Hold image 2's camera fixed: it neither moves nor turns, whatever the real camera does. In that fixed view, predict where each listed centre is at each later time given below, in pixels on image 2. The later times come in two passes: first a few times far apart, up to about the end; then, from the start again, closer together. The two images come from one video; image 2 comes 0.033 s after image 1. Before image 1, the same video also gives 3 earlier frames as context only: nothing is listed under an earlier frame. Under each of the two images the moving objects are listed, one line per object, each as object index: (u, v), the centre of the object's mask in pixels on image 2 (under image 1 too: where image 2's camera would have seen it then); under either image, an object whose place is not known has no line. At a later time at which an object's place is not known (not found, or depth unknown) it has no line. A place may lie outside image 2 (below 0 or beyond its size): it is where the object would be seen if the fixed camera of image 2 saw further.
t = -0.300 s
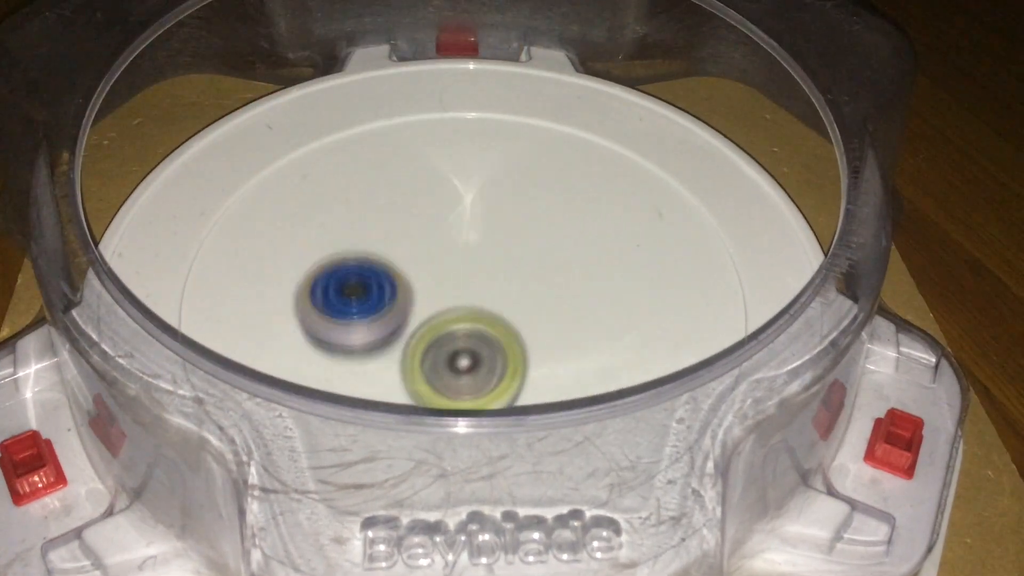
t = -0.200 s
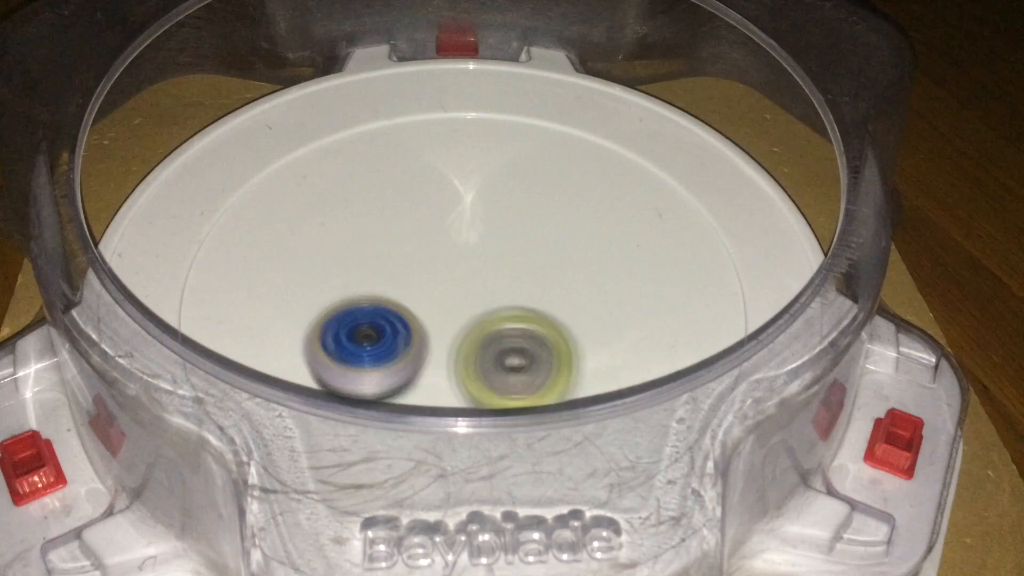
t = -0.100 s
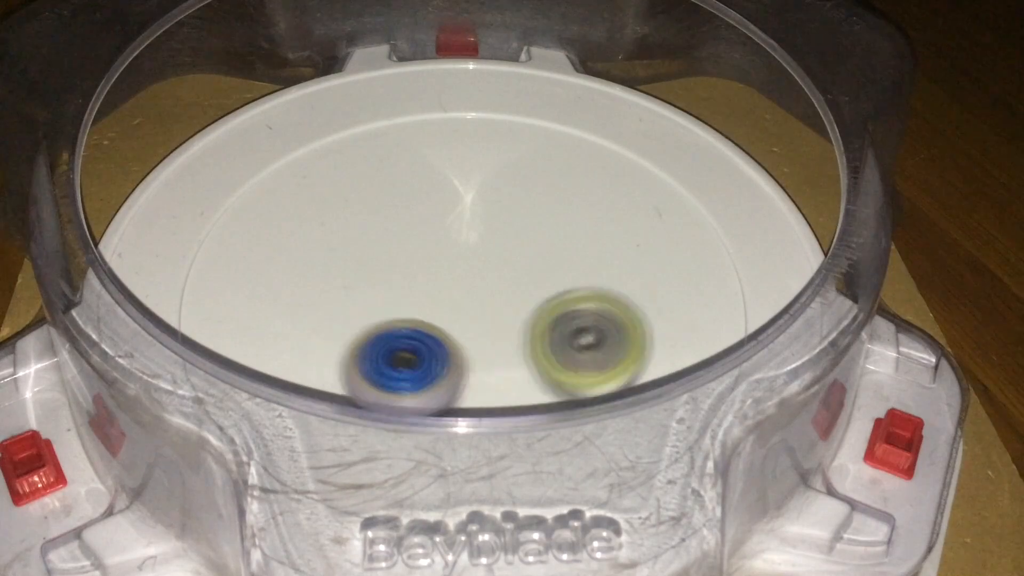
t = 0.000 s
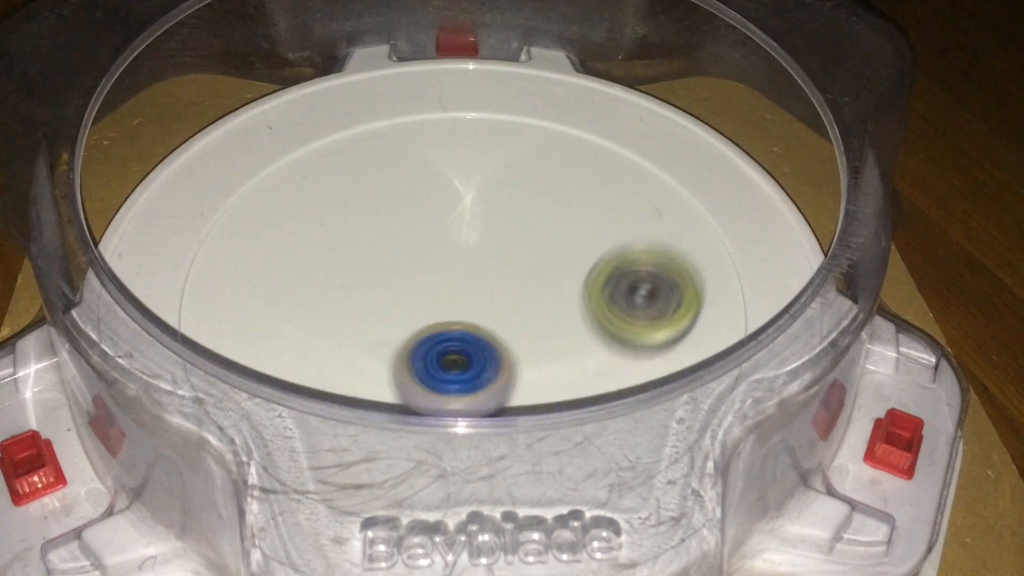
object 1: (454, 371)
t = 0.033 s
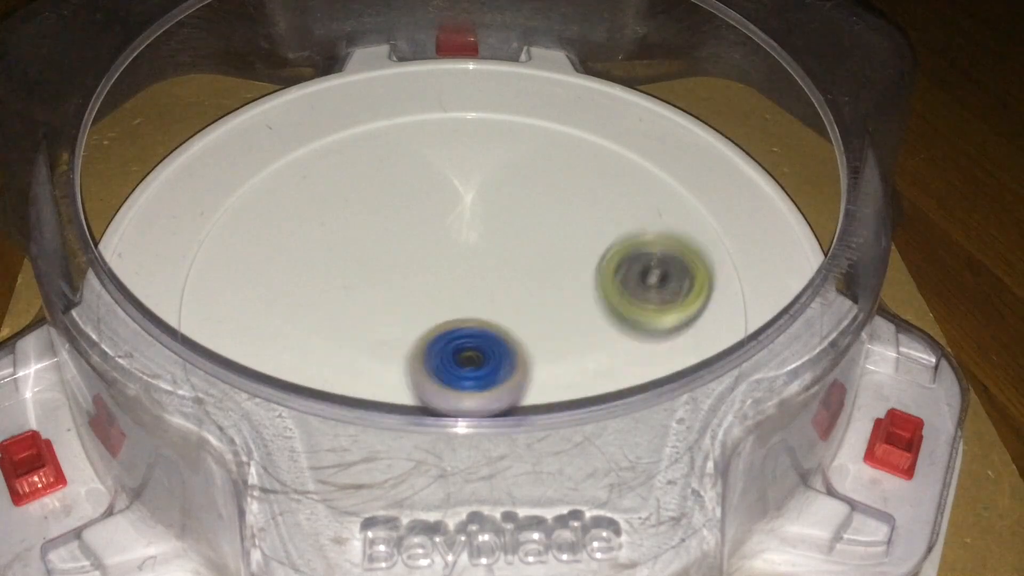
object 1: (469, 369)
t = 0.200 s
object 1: (515, 332)
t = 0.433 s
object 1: (488, 268)
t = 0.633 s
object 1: (437, 249)
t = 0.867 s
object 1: (396, 263)
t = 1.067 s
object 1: (393, 290)
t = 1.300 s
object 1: (435, 300)
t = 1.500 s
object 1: (469, 280)
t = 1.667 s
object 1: (474, 257)
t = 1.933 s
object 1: (442, 247)
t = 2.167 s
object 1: (447, 281)
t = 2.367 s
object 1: (484, 293)
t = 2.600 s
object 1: (505, 274)
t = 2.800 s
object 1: (480, 265)
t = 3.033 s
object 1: (454, 289)
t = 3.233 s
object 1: (464, 314)
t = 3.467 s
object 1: (496, 309)
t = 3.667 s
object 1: (477, 288)
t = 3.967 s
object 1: (426, 297)
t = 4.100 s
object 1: (422, 310)
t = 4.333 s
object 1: (449, 315)
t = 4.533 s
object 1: (443, 274)
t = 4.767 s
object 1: (422, 293)
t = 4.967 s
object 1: (471, 268)
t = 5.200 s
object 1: (443, 272)
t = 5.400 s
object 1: (485, 291)
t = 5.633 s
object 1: (466, 283)
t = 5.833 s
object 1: (469, 317)
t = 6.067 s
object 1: (436, 288)
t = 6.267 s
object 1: (430, 305)
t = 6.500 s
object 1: (442, 270)
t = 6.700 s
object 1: (442, 272)
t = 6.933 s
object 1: (469, 269)
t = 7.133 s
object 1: (475, 286)
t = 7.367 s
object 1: (466, 293)
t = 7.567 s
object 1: (465, 312)
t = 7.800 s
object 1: (432, 284)
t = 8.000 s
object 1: (434, 295)
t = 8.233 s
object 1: (458, 268)
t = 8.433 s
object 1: (455, 279)
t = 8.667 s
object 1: (481, 285)
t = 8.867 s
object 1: (453, 291)
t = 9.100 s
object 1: (460, 302)
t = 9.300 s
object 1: (455, 280)
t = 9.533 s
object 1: (446, 283)
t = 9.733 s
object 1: (465, 284)
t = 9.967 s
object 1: (453, 276)
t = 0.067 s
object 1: (482, 365)
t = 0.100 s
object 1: (493, 359)
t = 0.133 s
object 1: (503, 352)
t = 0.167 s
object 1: (510, 342)
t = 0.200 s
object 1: (515, 332)
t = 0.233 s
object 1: (517, 322)
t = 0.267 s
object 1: (517, 311)
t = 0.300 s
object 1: (515, 301)
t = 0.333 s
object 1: (510, 292)
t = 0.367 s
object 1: (504, 282)
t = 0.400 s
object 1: (496, 275)
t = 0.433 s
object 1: (488, 268)
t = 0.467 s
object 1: (480, 263)
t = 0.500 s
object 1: (470, 258)
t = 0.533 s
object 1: (462, 254)
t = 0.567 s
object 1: (453, 252)
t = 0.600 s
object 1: (445, 249)
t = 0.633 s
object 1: (437, 249)
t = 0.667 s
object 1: (429, 248)
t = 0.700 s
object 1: (422, 249)
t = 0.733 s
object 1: (414, 251)
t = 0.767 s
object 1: (409, 252)
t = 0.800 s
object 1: (404, 255)
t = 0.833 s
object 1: (400, 259)
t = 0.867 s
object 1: (396, 263)
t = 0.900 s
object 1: (393, 267)
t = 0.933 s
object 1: (391, 271)
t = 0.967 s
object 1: (389, 276)
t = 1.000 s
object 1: (389, 281)
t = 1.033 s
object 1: (391, 286)
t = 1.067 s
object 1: (393, 290)
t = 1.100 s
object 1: (396, 294)
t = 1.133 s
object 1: (400, 298)
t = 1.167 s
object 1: (404, 300)
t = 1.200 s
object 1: (411, 301)
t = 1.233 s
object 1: (418, 301)
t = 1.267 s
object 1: (427, 301)
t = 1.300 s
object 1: (435, 300)
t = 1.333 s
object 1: (443, 298)
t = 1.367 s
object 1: (450, 296)
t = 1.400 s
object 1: (456, 293)
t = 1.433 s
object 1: (461, 289)
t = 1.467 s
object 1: (465, 285)
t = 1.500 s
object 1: (469, 280)
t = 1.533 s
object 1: (472, 275)
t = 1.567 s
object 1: (473, 270)
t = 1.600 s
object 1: (474, 266)
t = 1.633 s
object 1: (475, 262)
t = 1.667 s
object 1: (474, 257)
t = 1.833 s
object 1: (457, 244)
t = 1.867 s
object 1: (450, 243)
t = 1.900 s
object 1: (446, 245)
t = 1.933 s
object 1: (442, 247)
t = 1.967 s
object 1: (439, 251)
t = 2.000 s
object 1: (436, 255)
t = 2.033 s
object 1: (435, 260)
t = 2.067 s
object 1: (436, 265)
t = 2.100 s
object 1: (439, 271)
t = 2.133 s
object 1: (443, 276)
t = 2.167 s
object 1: (447, 281)
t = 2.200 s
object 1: (452, 285)
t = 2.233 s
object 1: (457, 289)
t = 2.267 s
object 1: (463, 292)
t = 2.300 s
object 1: (471, 293)
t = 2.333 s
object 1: (478, 293)
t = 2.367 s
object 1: (484, 293)
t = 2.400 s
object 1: (491, 292)
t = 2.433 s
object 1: (497, 290)
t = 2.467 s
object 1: (501, 287)
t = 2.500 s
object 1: (504, 284)
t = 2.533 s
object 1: (506, 281)
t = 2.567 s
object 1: (506, 277)
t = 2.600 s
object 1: (505, 274)
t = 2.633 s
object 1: (502, 270)
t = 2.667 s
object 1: (498, 267)
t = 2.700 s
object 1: (494, 266)
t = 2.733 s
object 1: (490, 264)
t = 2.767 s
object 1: (485, 264)
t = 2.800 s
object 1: (480, 265)
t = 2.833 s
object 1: (475, 266)
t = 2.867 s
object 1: (470, 269)
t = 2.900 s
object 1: (465, 272)
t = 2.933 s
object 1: (461, 276)
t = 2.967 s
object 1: (458, 280)
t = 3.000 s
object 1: (456, 284)
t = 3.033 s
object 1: (454, 289)
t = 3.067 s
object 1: (454, 294)
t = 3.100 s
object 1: (454, 299)
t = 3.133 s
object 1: (455, 302)
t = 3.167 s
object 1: (457, 307)
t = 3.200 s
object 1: (460, 310)
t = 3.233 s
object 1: (464, 314)
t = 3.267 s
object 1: (469, 317)
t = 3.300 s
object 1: (474, 318)
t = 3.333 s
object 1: (480, 318)
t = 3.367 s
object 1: (485, 318)
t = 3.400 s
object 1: (490, 316)
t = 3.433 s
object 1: (494, 313)
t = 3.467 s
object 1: (496, 309)
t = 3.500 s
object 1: (496, 304)
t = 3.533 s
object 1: (494, 300)
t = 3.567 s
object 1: (491, 295)
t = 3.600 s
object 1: (487, 292)
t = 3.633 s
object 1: (482, 290)
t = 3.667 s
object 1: (477, 288)
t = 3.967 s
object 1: (426, 297)
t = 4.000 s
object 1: (424, 301)
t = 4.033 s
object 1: (422, 303)
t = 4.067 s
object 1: (422, 306)
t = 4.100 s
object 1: (422, 310)
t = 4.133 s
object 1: (424, 312)
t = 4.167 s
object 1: (426, 315)
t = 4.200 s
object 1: (429, 317)
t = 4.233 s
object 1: (433, 318)
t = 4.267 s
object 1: (438, 318)
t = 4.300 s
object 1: (443, 317)
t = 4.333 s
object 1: (449, 315)
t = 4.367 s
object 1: (454, 312)
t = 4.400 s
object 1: (458, 308)
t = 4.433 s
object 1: (461, 298)
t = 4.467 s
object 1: (458, 288)
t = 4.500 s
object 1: (451, 278)
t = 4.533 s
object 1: (443, 274)
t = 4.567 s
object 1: (434, 271)
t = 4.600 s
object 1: (425, 270)
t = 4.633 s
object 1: (418, 271)
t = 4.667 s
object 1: (412, 274)
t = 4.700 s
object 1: (409, 281)
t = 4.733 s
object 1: (412, 289)
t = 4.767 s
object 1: (422, 293)
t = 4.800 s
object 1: (435, 295)
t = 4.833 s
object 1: (447, 293)
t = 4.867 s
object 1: (457, 287)
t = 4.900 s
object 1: (464, 282)
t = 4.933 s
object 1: (469, 276)
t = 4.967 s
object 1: (471, 268)
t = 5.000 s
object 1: (470, 261)
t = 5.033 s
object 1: (467, 256)
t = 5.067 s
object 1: (461, 254)
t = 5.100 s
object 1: (453, 253)
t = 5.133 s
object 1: (446, 257)
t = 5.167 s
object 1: (443, 263)
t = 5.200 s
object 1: (443, 272)
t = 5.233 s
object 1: (448, 279)
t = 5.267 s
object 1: (455, 284)
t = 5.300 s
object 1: (462, 289)
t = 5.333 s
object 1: (470, 291)
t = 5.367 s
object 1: (478, 292)
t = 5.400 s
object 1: (485, 291)
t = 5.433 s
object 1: (491, 289)
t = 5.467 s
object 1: (495, 286)
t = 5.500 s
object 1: (495, 282)
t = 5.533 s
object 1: (490, 279)
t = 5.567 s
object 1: (481, 277)
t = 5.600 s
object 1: (473, 279)
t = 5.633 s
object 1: (466, 283)
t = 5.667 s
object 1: (460, 289)
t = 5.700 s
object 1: (456, 295)
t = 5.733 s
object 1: (454, 302)
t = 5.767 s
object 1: (454, 309)
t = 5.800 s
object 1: (459, 315)
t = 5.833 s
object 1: (469, 317)
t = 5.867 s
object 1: (477, 313)
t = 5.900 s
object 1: (480, 307)
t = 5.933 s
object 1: (478, 299)
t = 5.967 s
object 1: (470, 291)
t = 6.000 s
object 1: (458, 288)
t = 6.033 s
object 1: (446, 286)
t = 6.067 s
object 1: (436, 288)
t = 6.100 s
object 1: (427, 290)
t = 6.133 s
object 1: (421, 294)
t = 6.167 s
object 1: (418, 298)
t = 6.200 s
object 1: (419, 302)
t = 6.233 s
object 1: (424, 304)
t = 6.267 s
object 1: (430, 305)
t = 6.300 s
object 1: (438, 303)
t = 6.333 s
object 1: (445, 298)
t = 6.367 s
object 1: (449, 291)
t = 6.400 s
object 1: (449, 284)
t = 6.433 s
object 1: (447, 279)
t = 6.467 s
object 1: (446, 274)
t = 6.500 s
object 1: (442, 270)
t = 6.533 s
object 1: (439, 268)
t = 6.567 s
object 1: (437, 267)
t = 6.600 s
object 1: (436, 267)
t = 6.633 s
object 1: (436, 268)
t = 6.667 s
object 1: (438, 270)
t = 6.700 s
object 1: (442, 272)
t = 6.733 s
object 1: (448, 275)
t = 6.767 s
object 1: (455, 275)
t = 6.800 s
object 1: (461, 274)
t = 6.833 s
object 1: (465, 272)
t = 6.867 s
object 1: (467, 270)
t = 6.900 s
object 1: (469, 269)
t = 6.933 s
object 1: (469, 269)
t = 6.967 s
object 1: (469, 269)
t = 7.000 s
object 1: (468, 271)
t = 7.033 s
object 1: (467, 276)
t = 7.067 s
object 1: (469, 280)
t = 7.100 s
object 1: (471, 283)
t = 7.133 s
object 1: (475, 286)
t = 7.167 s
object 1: (479, 288)
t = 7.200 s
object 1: (481, 288)
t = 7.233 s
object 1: (480, 288)
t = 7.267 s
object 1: (478, 288)
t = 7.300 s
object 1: (474, 290)
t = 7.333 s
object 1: (471, 291)
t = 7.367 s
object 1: (466, 293)
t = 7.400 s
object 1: (461, 295)
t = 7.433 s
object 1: (456, 299)
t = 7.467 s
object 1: (454, 304)
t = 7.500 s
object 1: (454, 309)
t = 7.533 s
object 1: (459, 312)
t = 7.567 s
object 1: (465, 312)
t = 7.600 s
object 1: (471, 307)
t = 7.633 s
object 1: (470, 297)
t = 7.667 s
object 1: (461, 291)
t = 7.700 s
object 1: (455, 288)
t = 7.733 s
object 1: (447, 287)
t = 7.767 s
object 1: (439, 285)
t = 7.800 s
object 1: (432, 284)
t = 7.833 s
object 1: (425, 286)
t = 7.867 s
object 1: (421, 288)
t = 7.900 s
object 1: (420, 291)
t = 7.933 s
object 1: (422, 293)
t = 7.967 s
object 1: (426, 295)
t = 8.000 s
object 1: (434, 295)
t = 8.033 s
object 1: (442, 293)
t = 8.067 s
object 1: (448, 289)
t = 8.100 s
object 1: (455, 283)
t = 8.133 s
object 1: (457, 278)
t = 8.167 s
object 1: (459, 274)
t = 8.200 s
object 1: (459, 270)
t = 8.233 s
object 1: (458, 268)
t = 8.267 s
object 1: (457, 265)
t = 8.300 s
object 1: (453, 265)
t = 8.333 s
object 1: (451, 267)
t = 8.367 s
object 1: (450, 271)
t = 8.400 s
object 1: (452, 275)
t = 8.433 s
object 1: (455, 279)
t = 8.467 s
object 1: (459, 283)
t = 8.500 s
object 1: (465, 286)
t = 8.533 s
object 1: (470, 287)
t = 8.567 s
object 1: (474, 288)
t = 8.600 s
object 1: (478, 287)
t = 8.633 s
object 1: (480, 286)
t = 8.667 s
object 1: (481, 285)
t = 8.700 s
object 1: (479, 283)
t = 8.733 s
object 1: (474, 283)
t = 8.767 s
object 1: (469, 283)
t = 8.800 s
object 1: (464, 285)
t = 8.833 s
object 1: (459, 289)
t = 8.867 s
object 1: (453, 291)
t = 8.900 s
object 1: (449, 295)
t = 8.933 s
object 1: (448, 298)
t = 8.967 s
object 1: (447, 302)
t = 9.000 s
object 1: (449, 304)
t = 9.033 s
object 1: (452, 305)
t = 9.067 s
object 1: (457, 305)
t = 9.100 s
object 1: (460, 302)
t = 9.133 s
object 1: (460, 297)
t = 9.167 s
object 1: (458, 293)
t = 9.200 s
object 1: (456, 289)
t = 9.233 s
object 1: (458, 286)
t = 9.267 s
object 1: (457, 283)
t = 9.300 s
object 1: (455, 280)
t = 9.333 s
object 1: (453, 278)
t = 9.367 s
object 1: (449, 277)
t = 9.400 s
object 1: (447, 278)
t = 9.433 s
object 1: (445, 278)
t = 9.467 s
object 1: (444, 280)
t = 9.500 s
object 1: (444, 282)
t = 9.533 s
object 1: (446, 283)
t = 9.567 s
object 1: (448, 285)
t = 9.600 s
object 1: (452, 287)
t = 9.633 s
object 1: (456, 286)
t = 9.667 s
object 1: (459, 287)
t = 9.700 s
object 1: (463, 286)
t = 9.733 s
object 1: (465, 284)
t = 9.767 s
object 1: (467, 282)
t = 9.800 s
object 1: (467, 279)
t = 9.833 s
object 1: (465, 277)
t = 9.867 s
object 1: (462, 276)
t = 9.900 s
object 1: (459, 275)
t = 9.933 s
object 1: (455, 276)
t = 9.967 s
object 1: (453, 276)
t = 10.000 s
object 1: (449, 278)
